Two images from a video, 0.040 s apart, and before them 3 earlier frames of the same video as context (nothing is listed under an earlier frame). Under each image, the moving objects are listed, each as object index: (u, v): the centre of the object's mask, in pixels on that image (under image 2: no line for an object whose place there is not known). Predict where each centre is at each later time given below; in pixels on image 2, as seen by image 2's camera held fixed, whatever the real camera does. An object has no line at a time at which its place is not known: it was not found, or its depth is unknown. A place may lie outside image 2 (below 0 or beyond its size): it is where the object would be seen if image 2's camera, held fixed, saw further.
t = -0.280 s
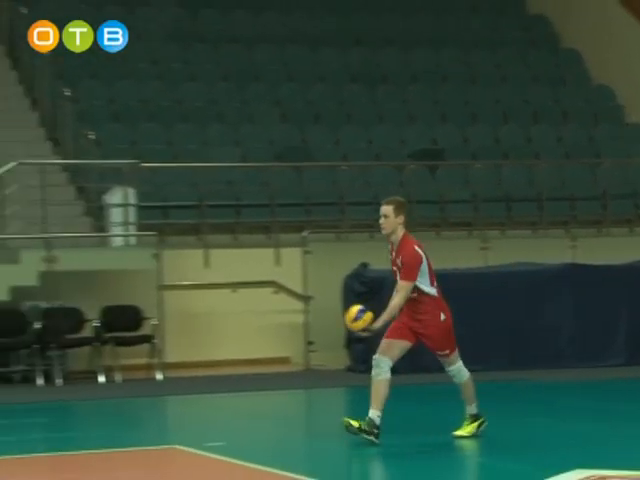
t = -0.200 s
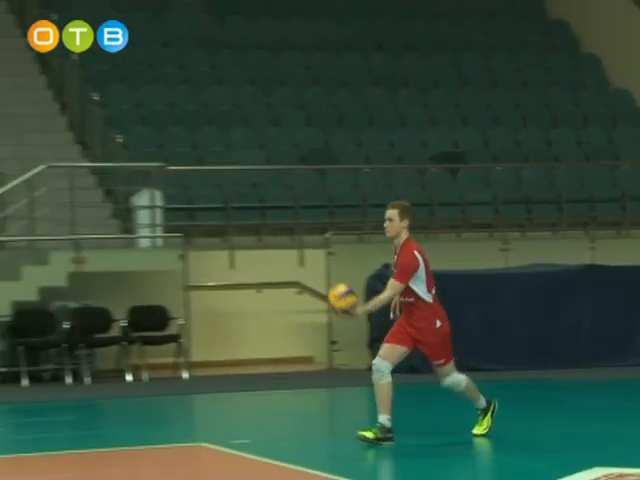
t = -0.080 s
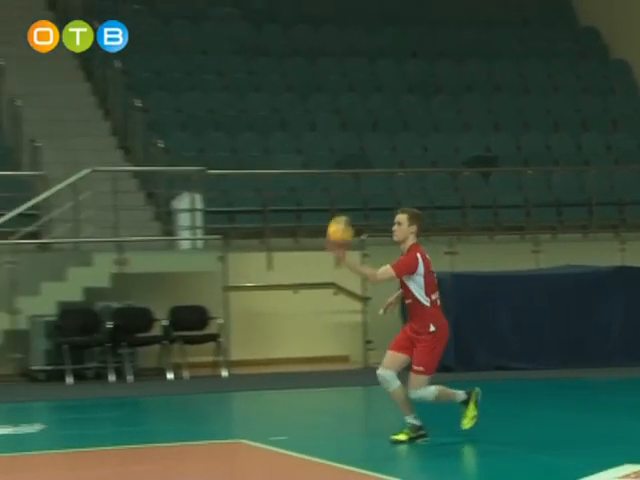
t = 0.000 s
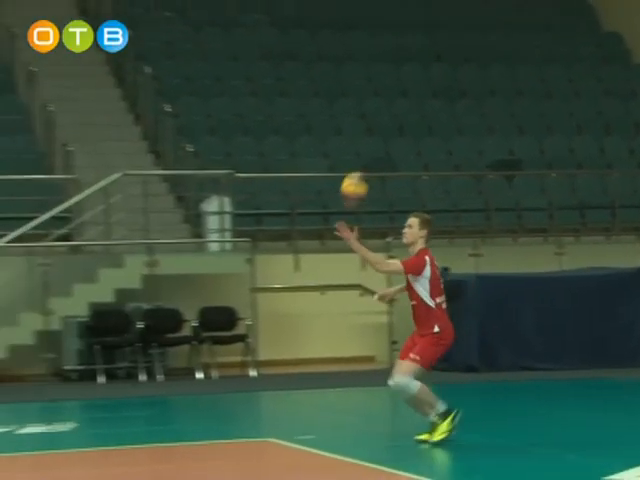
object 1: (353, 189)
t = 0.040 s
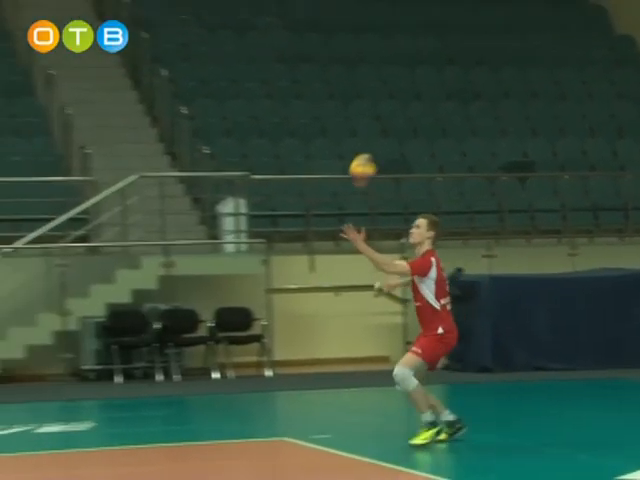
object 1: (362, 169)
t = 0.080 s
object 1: (356, 151)
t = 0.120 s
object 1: (350, 134)
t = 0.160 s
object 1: (345, 119)
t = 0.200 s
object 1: (339, 107)
